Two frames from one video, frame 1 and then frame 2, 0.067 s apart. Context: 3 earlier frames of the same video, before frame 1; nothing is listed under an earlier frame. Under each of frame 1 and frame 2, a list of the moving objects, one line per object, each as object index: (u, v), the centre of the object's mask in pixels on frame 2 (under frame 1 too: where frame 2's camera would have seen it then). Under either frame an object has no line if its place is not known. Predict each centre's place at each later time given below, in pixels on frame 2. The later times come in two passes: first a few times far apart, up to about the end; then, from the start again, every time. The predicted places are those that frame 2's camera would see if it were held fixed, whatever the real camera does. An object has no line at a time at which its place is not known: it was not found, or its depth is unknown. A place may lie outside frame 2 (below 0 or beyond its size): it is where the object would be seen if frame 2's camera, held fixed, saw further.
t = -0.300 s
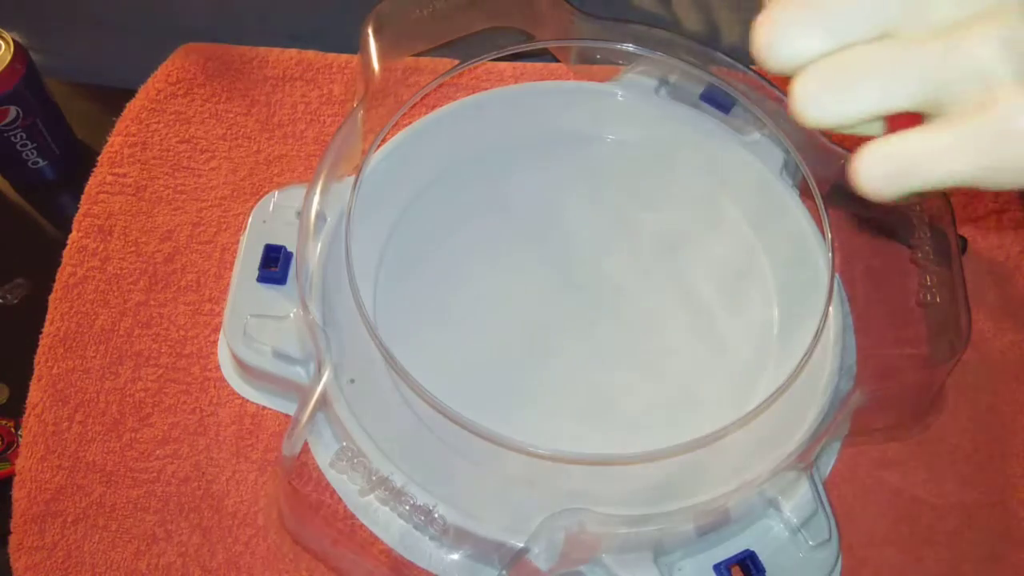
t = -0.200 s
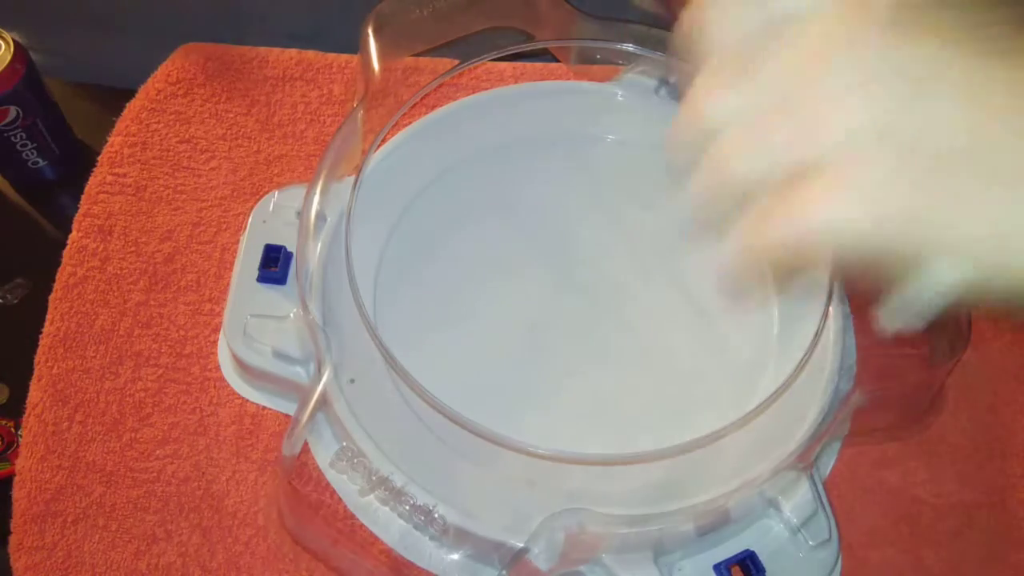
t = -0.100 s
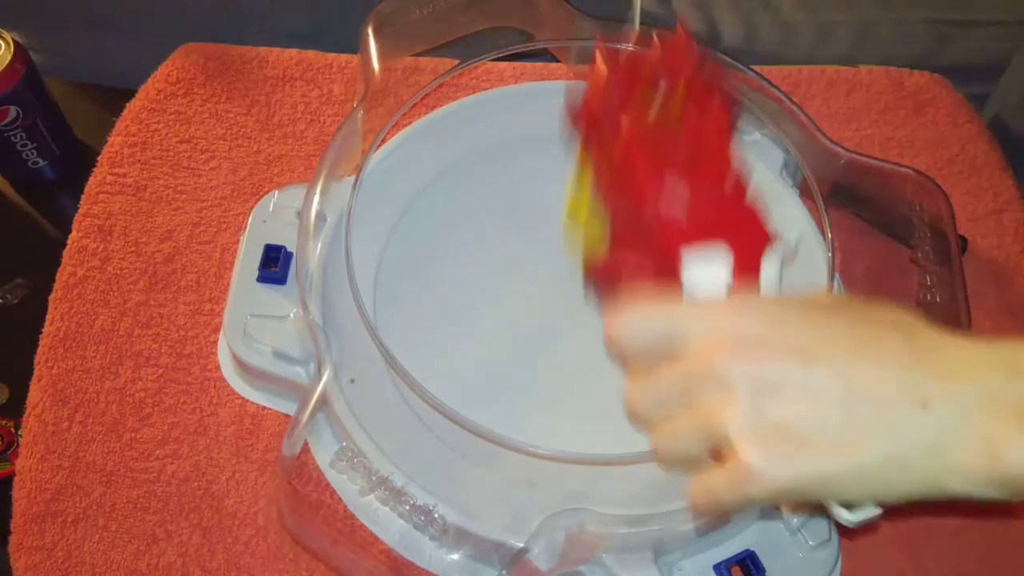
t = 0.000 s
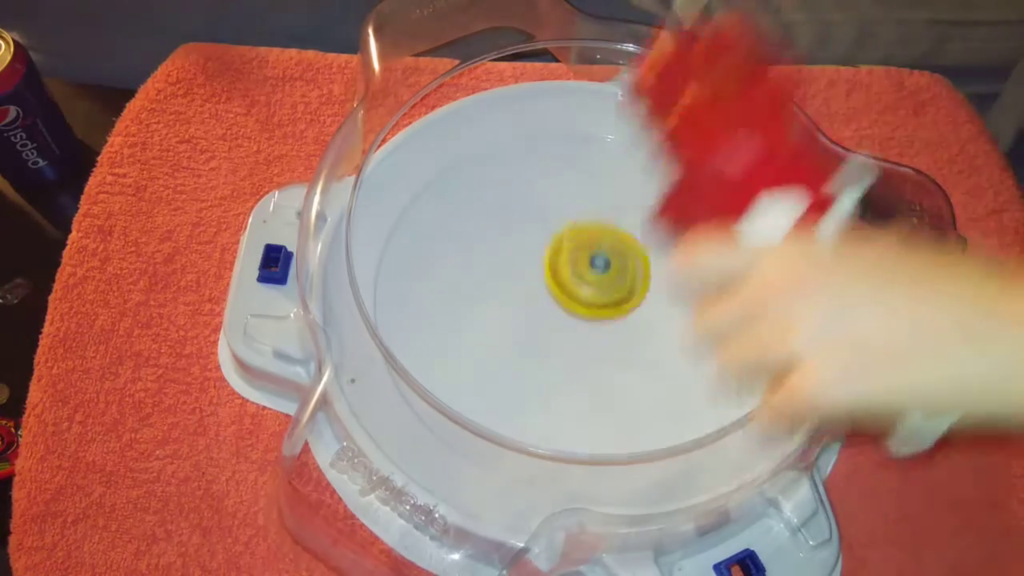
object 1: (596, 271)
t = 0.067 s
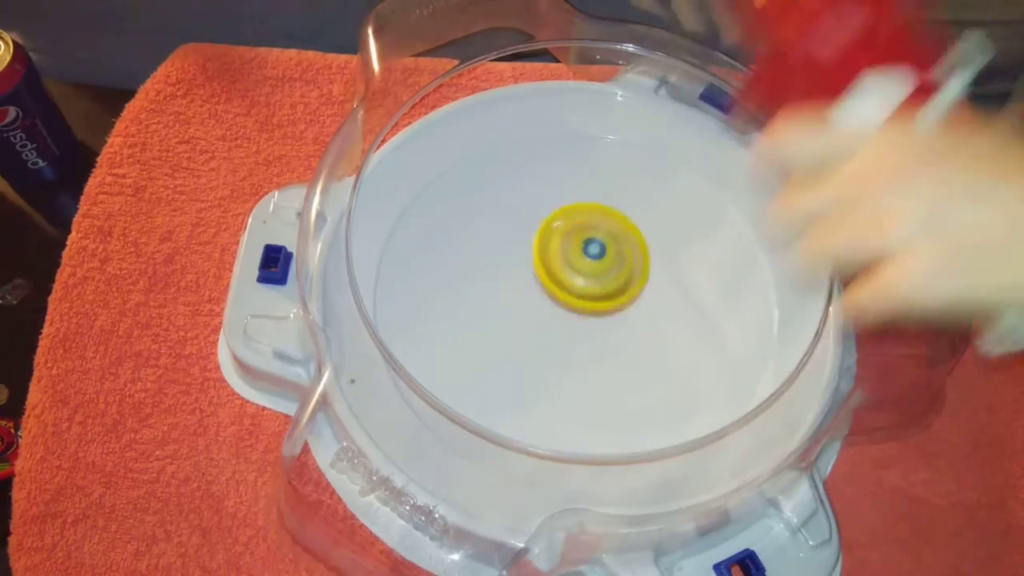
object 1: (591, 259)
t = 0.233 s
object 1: (538, 398)
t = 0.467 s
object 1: (572, 343)
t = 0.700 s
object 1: (604, 274)
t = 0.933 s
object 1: (588, 226)
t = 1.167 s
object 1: (551, 219)
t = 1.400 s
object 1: (537, 252)
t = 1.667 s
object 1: (577, 284)
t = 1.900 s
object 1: (613, 282)
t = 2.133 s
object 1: (627, 273)
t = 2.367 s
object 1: (628, 263)
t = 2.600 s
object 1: (609, 275)
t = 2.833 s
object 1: (608, 302)
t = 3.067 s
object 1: (618, 318)
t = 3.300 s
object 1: (626, 323)
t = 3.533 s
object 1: (611, 316)
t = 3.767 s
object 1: (581, 319)
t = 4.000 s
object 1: (560, 326)
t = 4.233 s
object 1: (556, 333)
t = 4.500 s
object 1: (566, 322)
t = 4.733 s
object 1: (563, 301)
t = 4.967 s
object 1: (557, 286)
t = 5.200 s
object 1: (552, 274)
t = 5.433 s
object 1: (551, 266)
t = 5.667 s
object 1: (557, 265)
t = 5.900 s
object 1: (572, 264)
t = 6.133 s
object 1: (592, 265)
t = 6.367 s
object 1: (603, 265)
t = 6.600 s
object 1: (607, 272)
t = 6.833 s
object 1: (606, 282)
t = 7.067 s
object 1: (604, 296)
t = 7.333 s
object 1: (601, 308)
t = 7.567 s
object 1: (596, 314)
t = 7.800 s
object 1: (586, 317)
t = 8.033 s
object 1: (571, 318)
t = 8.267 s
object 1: (565, 314)
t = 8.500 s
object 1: (562, 306)
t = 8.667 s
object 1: (561, 299)
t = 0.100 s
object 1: (583, 269)
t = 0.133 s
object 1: (574, 289)
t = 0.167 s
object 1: (564, 320)
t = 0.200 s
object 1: (551, 358)
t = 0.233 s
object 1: (538, 398)
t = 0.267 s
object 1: (538, 404)
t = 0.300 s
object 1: (544, 390)
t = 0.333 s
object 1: (550, 380)
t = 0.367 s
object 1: (553, 377)
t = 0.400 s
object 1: (559, 366)
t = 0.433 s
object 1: (566, 354)
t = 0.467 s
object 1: (572, 343)
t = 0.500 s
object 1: (577, 331)
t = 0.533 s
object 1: (582, 321)
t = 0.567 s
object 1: (588, 311)
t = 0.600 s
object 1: (595, 301)
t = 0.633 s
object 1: (599, 292)
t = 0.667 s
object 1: (602, 283)
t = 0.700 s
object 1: (604, 274)
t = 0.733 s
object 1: (604, 266)
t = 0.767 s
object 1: (603, 258)
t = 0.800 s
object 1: (602, 250)
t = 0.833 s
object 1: (599, 243)
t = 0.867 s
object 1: (596, 237)
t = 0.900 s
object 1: (592, 231)
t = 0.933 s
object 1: (588, 226)
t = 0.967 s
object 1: (583, 223)
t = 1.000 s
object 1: (578, 220)
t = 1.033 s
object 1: (572, 218)
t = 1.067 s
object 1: (567, 216)
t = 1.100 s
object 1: (562, 216)
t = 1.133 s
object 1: (556, 217)
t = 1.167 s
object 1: (551, 219)
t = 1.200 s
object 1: (546, 222)
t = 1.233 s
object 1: (542, 225)
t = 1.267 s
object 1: (539, 230)
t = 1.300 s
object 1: (536, 235)
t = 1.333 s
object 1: (535, 240)
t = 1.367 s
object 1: (535, 246)
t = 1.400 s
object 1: (537, 252)
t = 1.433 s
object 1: (539, 258)
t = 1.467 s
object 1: (543, 263)
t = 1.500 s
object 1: (547, 268)
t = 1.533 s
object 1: (552, 273)
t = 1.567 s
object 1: (558, 276)
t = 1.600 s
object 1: (564, 279)
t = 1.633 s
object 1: (571, 282)
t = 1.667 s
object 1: (577, 284)
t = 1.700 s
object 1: (583, 285)
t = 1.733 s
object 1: (589, 285)
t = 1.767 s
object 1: (595, 286)
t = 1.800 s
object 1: (600, 285)
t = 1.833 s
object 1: (605, 284)
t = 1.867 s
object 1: (609, 283)
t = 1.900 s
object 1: (613, 282)
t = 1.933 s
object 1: (615, 281)
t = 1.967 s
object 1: (618, 280)
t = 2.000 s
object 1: (620, 278)
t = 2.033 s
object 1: (622, 277)
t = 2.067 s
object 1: (624, 276)
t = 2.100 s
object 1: (625, 275)
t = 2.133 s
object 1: (627, 273)
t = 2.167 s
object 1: (628, 272)
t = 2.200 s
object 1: (629, 271)
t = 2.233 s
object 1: (629, 269)
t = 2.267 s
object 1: (630, 268)
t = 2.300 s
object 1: (630, 266)
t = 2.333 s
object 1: (629, 265)
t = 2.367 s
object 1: (628, 263)
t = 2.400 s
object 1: (625, 262)
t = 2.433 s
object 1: (622, 263)
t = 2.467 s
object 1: (619, 264)
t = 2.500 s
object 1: (616, 266)
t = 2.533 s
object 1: (613, 269)
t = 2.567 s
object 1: (611, 271)
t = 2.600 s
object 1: (609, 275)
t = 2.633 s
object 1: (608, 279)
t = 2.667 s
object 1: (606, 283)
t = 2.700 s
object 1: (606, 287)
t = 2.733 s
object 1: (606, 291)
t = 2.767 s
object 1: (606, 295)
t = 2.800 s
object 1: (607, 298)
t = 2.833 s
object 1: (608, 302)
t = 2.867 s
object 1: (609, 306)
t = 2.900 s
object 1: (611, 309)
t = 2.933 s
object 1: (612, 311)
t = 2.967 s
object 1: (614, 313)
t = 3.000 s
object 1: (615, 315)
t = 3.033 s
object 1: (616, 317)
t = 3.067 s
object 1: (618, 318)
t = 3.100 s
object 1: (619, 319)
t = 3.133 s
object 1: (620, 321)
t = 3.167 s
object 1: (621, 322)
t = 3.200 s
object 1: (623, 322)
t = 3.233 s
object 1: (624, 323)
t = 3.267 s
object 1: (625, 323)
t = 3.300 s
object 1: (626, 323)
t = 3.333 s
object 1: (626, 322)
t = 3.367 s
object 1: (626, 321)
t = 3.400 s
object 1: (624, 319)
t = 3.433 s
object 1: (621, 318)
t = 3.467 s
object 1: (618, 317)
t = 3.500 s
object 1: (614, 316)
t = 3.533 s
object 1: (611, 316)
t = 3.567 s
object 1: (607, 315)
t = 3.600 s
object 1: (602, 315)
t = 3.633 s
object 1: (598, 315)
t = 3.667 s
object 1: (593, 316)
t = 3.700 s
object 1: (589, 317)
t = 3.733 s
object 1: (585, 318)
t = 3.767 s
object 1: (581, 319)
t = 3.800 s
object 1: (576, 320)
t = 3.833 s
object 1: (573, 321)
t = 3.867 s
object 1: (570, 322)
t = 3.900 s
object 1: (567, 323)
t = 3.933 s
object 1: (564, 324)
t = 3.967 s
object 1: (562, 325)
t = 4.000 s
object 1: (560, 326)
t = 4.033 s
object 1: (558, 327)
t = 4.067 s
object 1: (557, 328)
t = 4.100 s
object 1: (556, 329)
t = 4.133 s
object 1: (555, 330)
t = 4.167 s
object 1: (556, 331)
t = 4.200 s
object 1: (556, 333)
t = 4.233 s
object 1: (556, 333)
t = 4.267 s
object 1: (558, 334)
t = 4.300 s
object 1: (559, 334)
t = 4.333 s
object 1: (561, 334)
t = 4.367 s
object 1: (563, 332)
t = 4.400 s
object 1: (564, 331)
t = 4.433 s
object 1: (565, 328)
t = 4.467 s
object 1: (566, 325)
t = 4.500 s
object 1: (566, 322)
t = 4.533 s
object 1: (567, 319)
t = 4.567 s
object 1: (567, 316)
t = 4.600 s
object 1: (566, 313)
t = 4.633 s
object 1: (565, 310)
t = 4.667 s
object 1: (565, 307)
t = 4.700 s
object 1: (564, 304)
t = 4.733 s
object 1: (563, 301)
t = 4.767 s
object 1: (562, 298)
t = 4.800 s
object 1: (561, 296)
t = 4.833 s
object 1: (561, 294)
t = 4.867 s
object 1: (560, 292)
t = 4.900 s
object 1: (559, 290)
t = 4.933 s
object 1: (558, 288)
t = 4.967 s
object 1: (557, 286)
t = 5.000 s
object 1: (556, 284)
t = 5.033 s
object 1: (556, 282)
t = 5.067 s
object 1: (555, 280)
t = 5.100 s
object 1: (554, 279)
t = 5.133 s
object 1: (553, 277)
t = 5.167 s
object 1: (553, 275)
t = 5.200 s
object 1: (552, 274)
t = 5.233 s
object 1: (552, 273)
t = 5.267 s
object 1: (552, 271)
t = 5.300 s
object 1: (551, 270)
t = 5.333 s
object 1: (551, 269)
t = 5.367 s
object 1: (551, 268)
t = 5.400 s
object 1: (551, 267)
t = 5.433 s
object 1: (551, 266)
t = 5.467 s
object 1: (551, 266)
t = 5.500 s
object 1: (551, 265)
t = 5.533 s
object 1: (552, 265)
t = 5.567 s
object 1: (553, 264)
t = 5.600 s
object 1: (554, 264)
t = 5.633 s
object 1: (555, 264)
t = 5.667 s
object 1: (557, 265)
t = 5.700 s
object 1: (559, 265)
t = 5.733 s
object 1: (561, 264)
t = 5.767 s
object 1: (563, 264)
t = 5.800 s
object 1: (565, 264)
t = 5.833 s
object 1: (568, 264)
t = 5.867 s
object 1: (570, 264)
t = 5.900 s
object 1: (572, 264)
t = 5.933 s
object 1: (575, 264)
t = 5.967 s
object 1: (577, 264)
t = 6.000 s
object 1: (580, 264)
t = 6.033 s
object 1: (583, 265)
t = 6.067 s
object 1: (586, 265)
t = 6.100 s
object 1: (589, 265)
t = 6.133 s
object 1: (592, 265)
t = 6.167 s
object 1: (594, 265)
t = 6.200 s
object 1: (596, 265)
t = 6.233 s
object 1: (598, 265)
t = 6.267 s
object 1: (599, 265)
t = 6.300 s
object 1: (600, 265)
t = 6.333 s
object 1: (601, 265)
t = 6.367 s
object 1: (603, 265)
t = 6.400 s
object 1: (604, 266)
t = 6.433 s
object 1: (604, 267)
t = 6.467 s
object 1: (605, 268)
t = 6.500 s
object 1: (605, 269)
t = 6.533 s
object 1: (606, 270)
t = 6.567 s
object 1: (606, 271)
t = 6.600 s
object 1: (607, 272)
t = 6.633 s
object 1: (607, 274)
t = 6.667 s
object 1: (607, 275)
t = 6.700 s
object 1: (607, 276)
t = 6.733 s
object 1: (607, 277)
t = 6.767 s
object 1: (607, 279)
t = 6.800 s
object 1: (606, 280)
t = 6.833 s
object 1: (606, 282)
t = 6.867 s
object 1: (606, 284)
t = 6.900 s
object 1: (605, 286)
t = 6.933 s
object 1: (605, 288)
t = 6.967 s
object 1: (605, 290)
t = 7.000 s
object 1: (605, 292)
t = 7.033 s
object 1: (604, 294)
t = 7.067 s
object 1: (604, 296)
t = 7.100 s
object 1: (604, 298)
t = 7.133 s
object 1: (603, 299)
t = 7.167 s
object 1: (603, 301)
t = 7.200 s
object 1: (603, 303)
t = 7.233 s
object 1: (602, 304)
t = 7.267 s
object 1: (602, 306)
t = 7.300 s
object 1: (601, 307)
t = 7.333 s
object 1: (601, 308)
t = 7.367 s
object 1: (600, 309)
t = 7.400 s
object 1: (600, 310)
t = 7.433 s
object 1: (599, 311)
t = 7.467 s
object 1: (598, 312)
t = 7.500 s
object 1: (598, 313)
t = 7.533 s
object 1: (597, 314)
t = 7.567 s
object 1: (596, 314)
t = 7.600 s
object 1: (595, 315)
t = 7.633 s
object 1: (594, 316)
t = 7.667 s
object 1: (592, 316)
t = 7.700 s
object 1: (591, 317)
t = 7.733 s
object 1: (590, 317)
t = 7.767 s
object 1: (588, 317)
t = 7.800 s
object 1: (586, 317)
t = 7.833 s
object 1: (584, 317)
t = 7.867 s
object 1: (581, 317)
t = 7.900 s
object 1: (579, 317)
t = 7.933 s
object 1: (577, 317)
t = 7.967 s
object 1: (575, 317)
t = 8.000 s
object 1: (573, 317)
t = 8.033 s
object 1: (571, 318)
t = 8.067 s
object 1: (570, 318)
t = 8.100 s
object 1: (569, 317)
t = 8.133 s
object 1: (568, 317)
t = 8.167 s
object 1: (567, 316)
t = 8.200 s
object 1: (566, 316)
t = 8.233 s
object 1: (565, 315)
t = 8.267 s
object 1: (565, 314)
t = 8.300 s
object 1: (564, 313)
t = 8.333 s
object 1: (564, 312)
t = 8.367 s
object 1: (563, 311)
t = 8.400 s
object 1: (563, 310)
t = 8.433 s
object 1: (563, 309)
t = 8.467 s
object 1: (562, 307)
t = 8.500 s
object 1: (562, 306)
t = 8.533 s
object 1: (561, 305)
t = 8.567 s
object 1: (561, 303)
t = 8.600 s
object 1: (562, 302)
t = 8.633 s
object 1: (561, 300)
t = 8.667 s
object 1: (561, 299)
